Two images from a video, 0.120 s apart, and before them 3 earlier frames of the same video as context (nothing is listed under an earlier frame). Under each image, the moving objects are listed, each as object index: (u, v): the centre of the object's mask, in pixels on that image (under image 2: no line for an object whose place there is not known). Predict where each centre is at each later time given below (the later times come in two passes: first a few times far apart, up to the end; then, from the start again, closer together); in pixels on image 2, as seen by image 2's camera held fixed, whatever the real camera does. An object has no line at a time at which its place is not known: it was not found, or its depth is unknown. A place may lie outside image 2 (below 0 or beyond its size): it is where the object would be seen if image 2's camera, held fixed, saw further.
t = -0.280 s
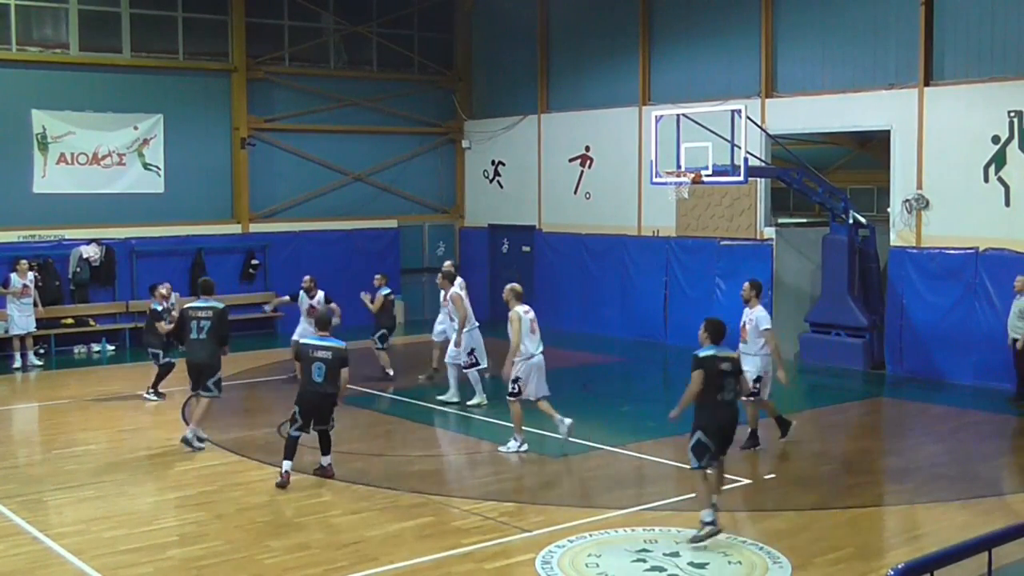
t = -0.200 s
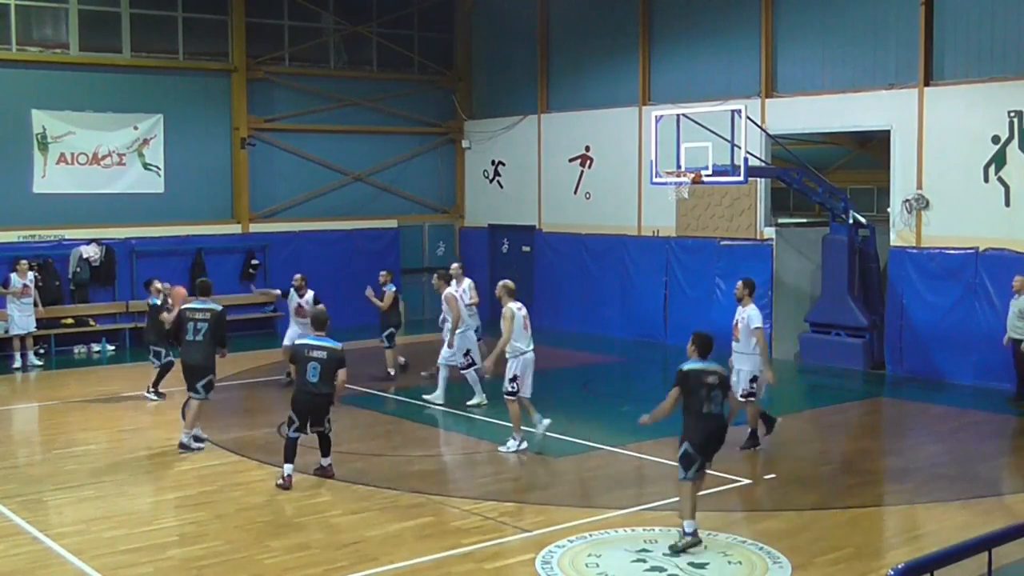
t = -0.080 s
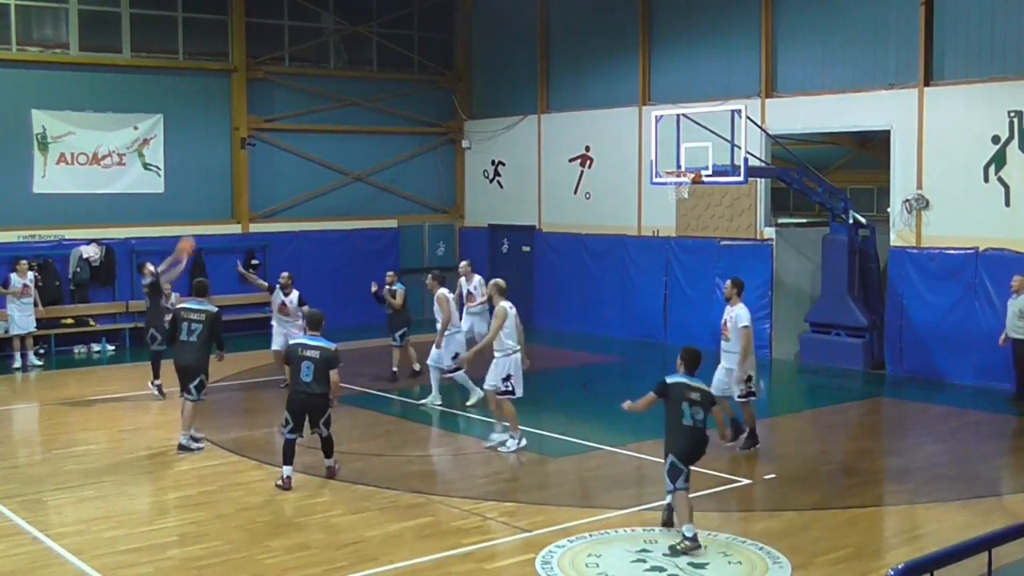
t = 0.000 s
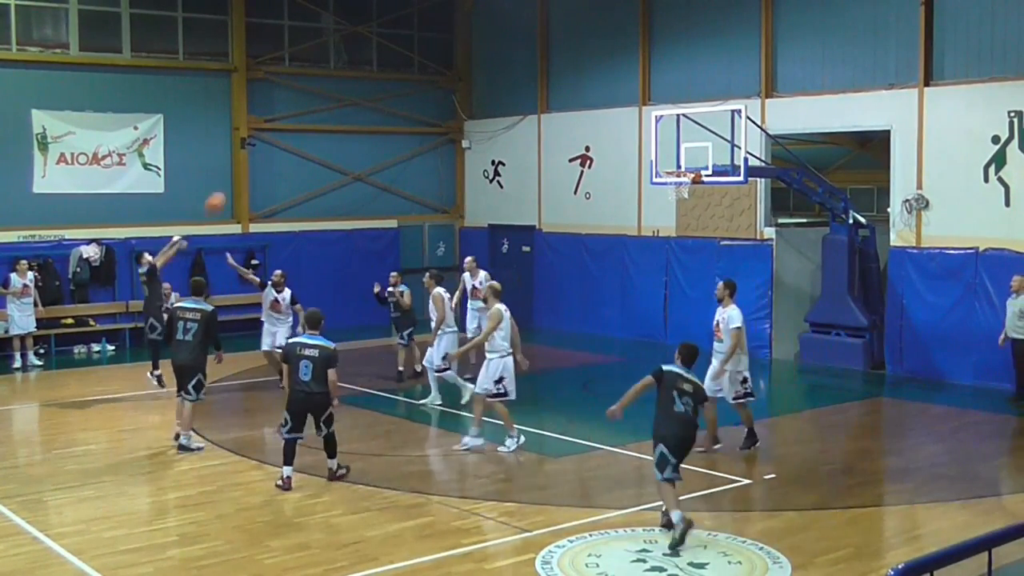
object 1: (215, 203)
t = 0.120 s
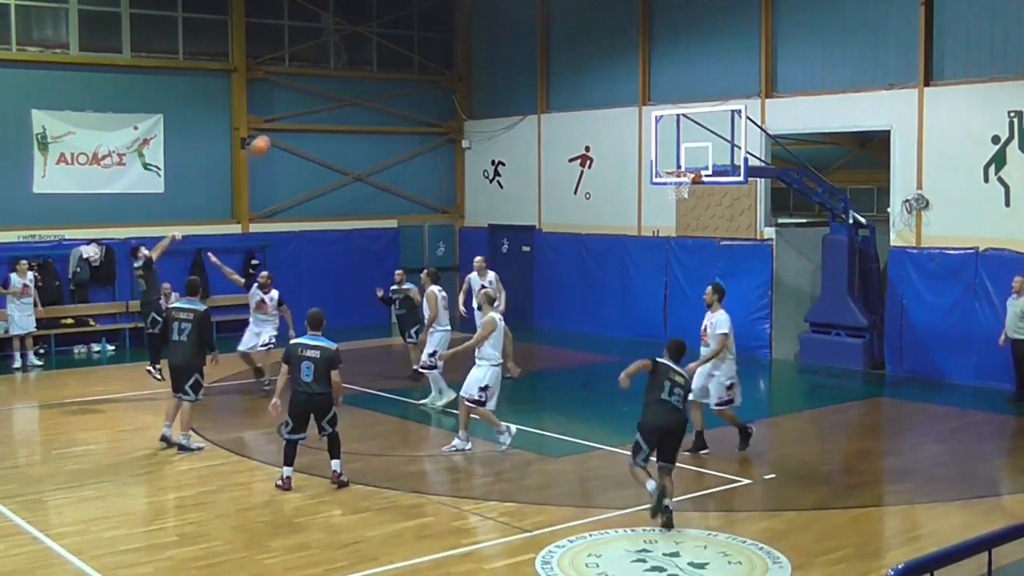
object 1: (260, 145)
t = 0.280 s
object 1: (318, 87)
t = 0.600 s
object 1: (432, 26)
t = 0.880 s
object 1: (527, 32)
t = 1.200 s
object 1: (631, 105)
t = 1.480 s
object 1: (667, 183)
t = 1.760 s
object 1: (679, 194)
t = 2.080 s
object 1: (686, 216)
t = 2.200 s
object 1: (688, 241)
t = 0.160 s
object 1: (274, 129)
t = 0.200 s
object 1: (289, 113)
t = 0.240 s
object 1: (304, 100)
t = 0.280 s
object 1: (318, 87)
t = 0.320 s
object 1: (333, 75)
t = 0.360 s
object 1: (347, 64)
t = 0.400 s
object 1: (362, 55)
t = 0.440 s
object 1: (376, 46)
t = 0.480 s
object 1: (390, 40)
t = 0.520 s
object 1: (404, 34)
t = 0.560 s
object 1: (418, 29)
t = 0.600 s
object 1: (432, 26)
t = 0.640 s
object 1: (446, 23)
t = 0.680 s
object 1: (459, 22)
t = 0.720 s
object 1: (473, 22)
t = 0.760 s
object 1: (487, 22)
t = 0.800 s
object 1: (500, 25)
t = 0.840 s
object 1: (514, 28)
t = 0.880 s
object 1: (527, 32)
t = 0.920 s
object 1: (541, 38)
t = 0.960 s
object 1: (554, 44)
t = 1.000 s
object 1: (567, 52)
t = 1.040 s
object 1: (580, 60)
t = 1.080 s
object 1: (593, 70)
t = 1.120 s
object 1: (605, 80)
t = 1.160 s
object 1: (618, 92)
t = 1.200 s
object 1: (631, 105)
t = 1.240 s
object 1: (644, 119)
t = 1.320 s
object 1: (669, 149)
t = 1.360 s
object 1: (682, 166)
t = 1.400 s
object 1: (680, 179)
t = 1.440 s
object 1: (673, 187)
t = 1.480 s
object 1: (667, 183)
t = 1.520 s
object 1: (665, 179)
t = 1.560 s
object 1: (666, 180)
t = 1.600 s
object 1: (668, 183)
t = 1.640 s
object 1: (670, 187)
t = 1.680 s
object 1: (673, 189)
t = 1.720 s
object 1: (676, 191)
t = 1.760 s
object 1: (679, 194)
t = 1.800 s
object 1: (681, 196)
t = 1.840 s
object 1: (682, 196)
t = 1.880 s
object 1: (683, 197)
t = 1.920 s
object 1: (684, 199)
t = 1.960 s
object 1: (684, 201)
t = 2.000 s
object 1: (685, 204)
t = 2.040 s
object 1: (686, 210)
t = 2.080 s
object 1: (686, 216)
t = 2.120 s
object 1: (686, 223)
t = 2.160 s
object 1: (687, 230)
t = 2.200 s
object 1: (688, 241)
